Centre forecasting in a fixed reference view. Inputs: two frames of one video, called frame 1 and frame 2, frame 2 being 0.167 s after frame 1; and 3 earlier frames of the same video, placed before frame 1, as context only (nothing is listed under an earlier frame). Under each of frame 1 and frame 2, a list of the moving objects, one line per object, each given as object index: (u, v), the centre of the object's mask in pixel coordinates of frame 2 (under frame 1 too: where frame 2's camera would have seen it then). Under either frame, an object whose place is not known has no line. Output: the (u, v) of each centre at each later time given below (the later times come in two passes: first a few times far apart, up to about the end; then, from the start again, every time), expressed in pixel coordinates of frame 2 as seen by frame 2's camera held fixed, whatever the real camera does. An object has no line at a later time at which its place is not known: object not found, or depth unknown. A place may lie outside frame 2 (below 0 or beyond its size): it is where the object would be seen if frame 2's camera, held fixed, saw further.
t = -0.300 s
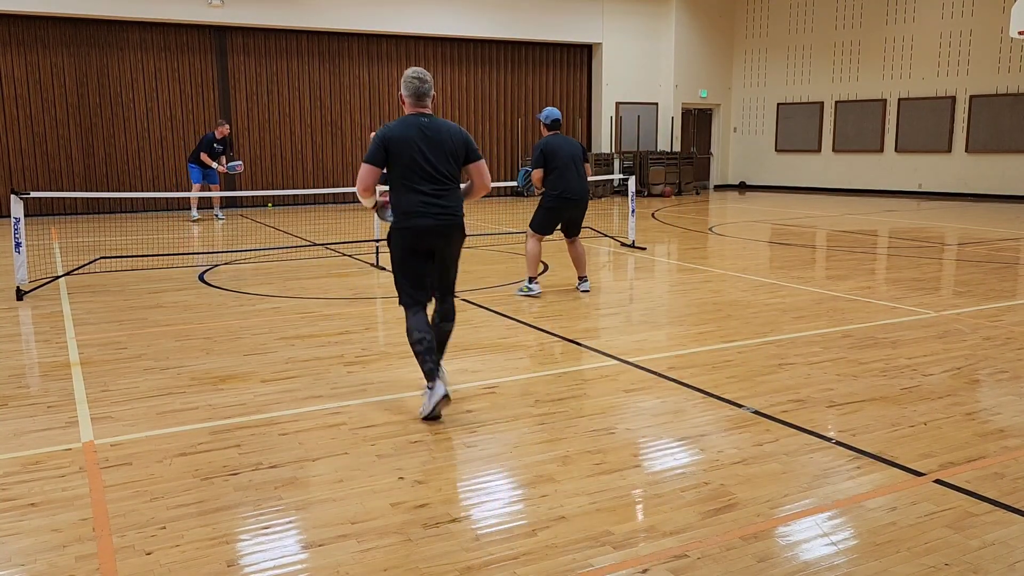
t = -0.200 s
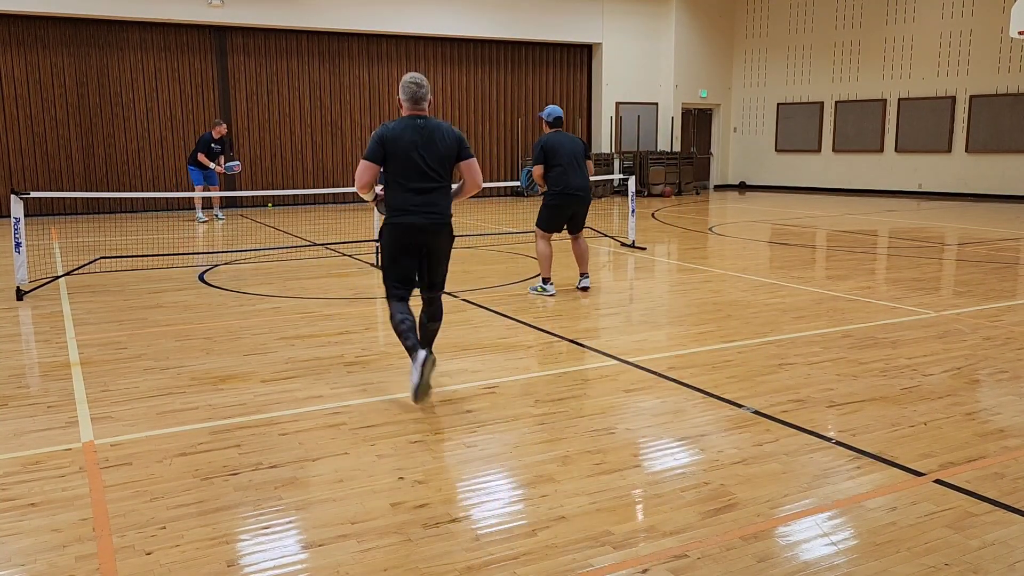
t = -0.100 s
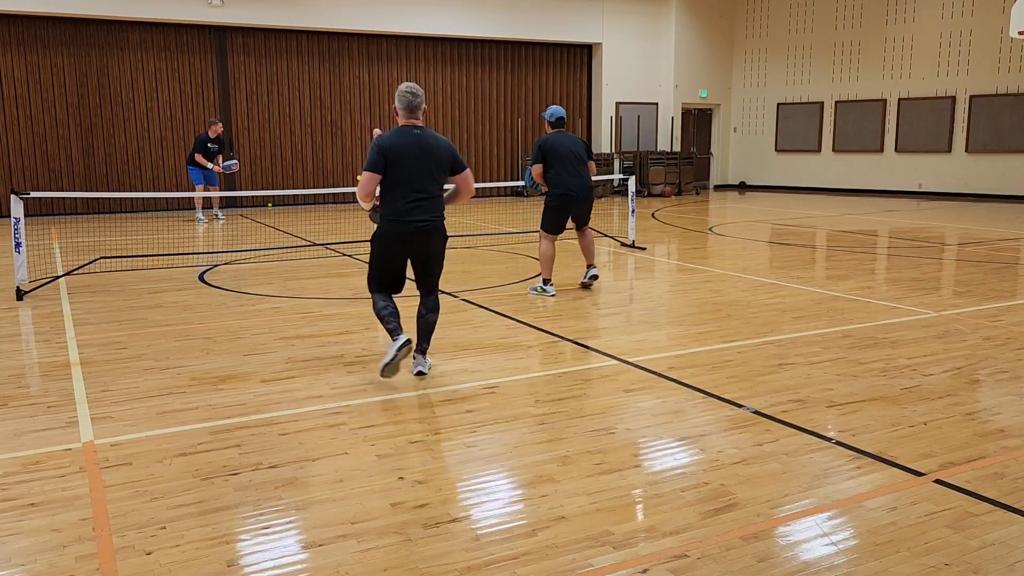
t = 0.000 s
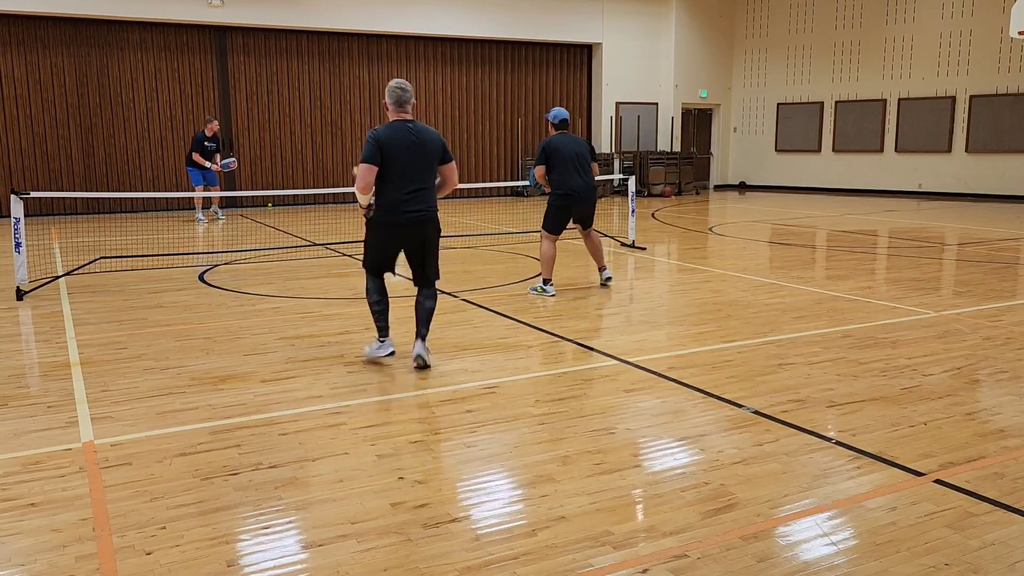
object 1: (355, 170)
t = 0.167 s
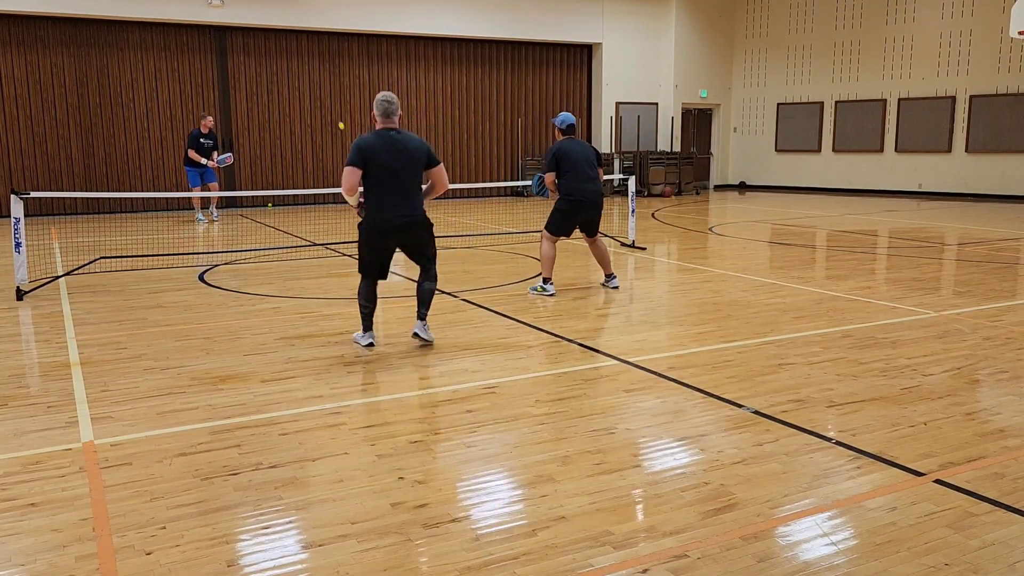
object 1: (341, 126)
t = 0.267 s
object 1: (331, 104)
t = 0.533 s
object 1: (301, 73)
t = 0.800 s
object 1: (262, 99)
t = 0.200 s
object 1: (338, 118)
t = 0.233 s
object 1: (335, 111)
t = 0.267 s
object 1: (331, 104)
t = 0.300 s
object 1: (328, 98)
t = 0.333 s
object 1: (324, 92)
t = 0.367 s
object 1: (321, 87)
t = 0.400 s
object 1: (317, 83)
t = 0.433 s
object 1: (313, 80)
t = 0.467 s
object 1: (309, 77)
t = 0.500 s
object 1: (305, 75)
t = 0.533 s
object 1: (301, 73)
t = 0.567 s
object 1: (296, 73)
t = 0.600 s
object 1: (292, 74)
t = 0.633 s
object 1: (287, 75)
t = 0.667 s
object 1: (283, 78)
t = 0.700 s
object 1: (278, 81)
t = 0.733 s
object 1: (273, 86)
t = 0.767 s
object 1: (268, 92)
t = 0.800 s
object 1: (262, 99)
